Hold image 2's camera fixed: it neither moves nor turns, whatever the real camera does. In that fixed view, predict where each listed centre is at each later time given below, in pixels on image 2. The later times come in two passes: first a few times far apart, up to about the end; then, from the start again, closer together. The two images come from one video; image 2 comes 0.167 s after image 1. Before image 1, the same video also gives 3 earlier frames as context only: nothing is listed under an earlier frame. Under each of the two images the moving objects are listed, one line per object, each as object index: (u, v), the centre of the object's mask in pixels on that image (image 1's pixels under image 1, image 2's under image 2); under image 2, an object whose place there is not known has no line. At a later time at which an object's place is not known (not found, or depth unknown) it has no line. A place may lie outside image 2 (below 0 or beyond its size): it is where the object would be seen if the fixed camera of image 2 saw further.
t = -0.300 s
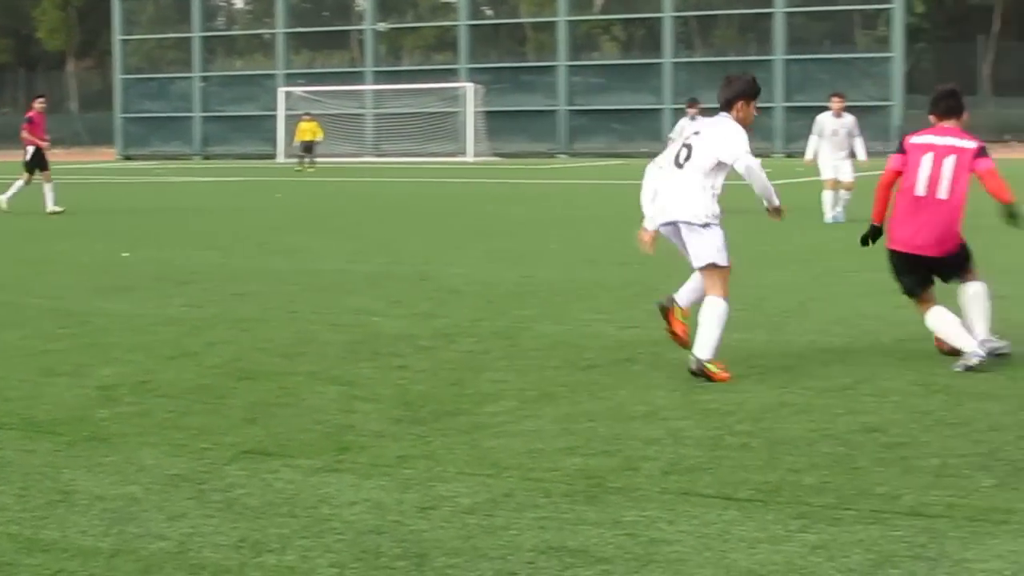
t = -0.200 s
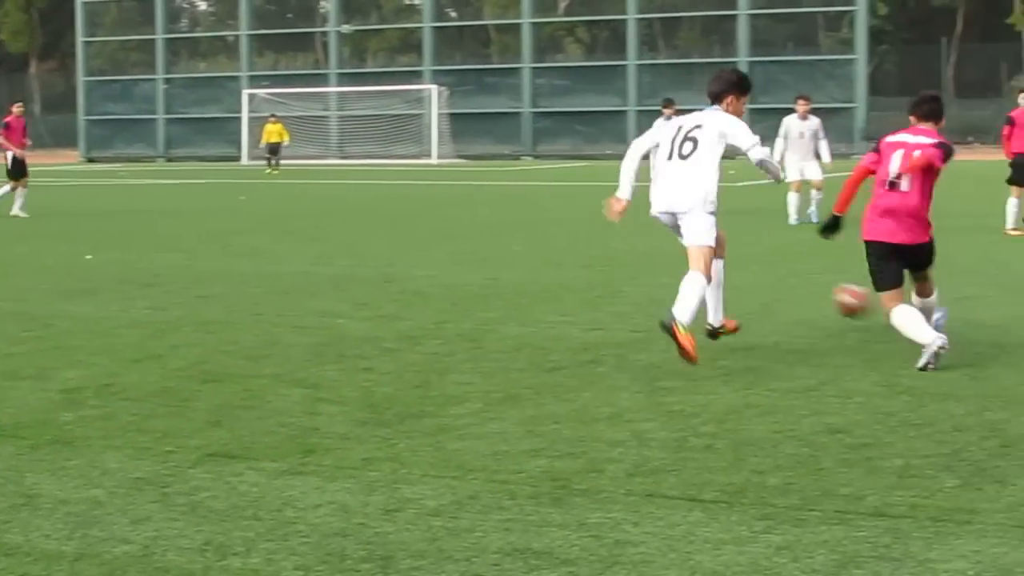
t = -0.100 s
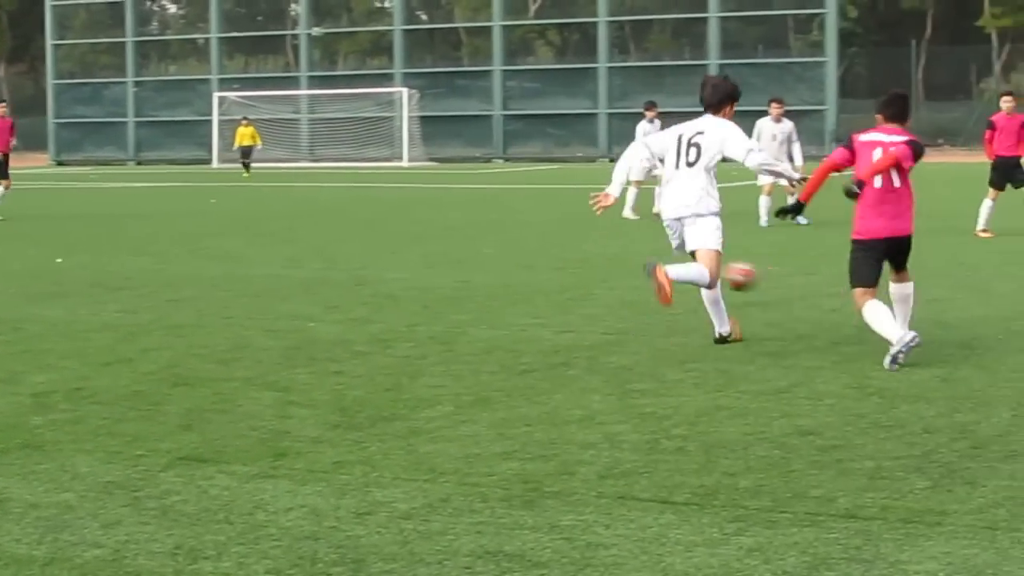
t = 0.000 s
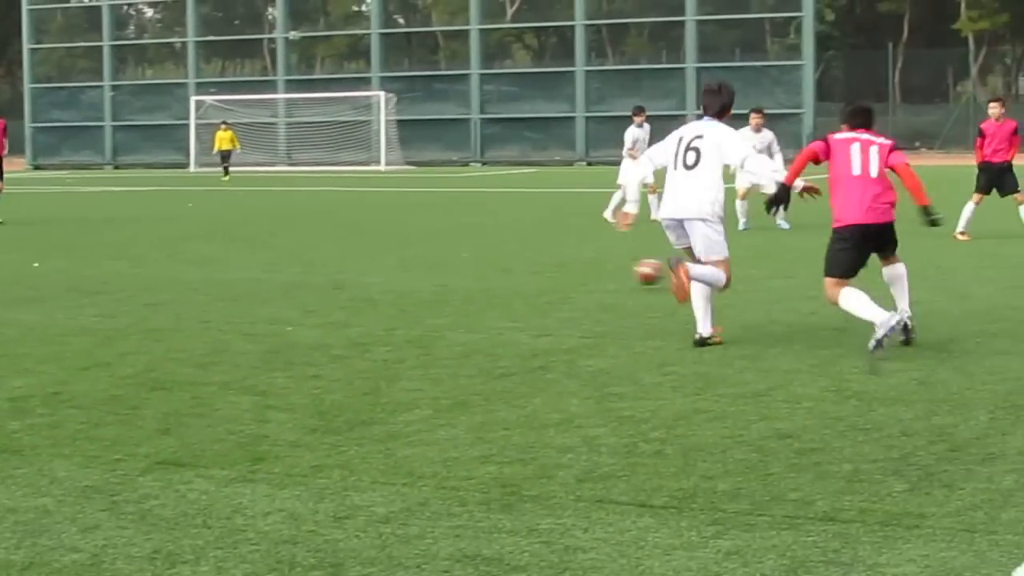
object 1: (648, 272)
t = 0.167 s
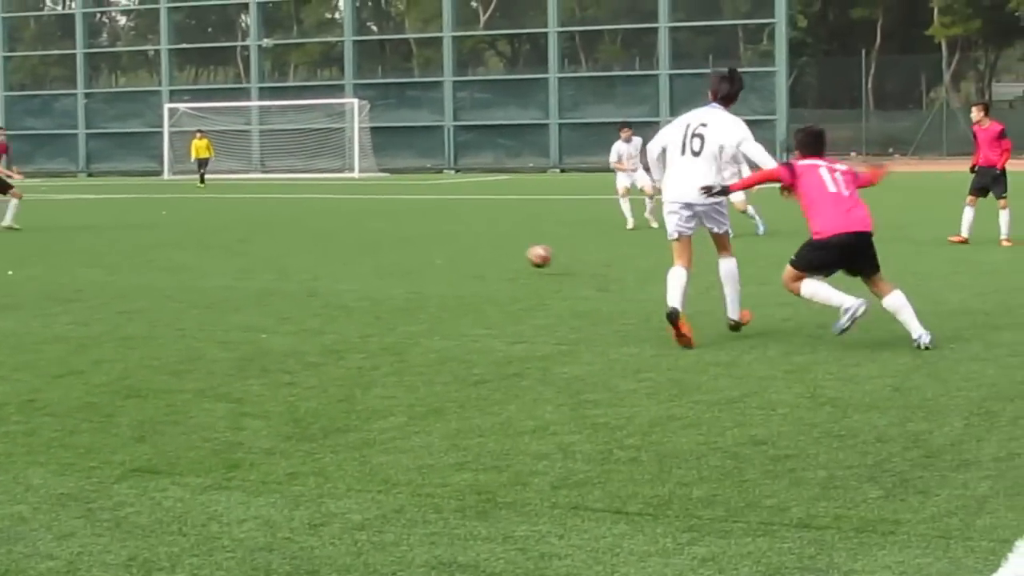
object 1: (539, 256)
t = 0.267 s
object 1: (494, 254)
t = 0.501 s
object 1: (428, 249)
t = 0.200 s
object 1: (523, 255)
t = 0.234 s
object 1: (508, 254)
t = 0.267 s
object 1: (494, 254)
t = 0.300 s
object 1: (481, 252)
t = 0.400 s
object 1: (448, 244)
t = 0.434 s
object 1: (439, 242)
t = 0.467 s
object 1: (434, 245)
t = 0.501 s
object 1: (428, 249)
